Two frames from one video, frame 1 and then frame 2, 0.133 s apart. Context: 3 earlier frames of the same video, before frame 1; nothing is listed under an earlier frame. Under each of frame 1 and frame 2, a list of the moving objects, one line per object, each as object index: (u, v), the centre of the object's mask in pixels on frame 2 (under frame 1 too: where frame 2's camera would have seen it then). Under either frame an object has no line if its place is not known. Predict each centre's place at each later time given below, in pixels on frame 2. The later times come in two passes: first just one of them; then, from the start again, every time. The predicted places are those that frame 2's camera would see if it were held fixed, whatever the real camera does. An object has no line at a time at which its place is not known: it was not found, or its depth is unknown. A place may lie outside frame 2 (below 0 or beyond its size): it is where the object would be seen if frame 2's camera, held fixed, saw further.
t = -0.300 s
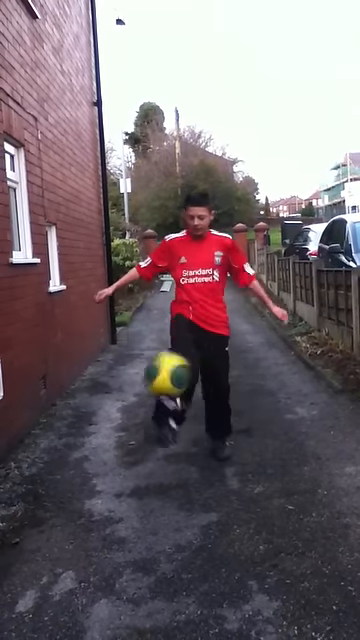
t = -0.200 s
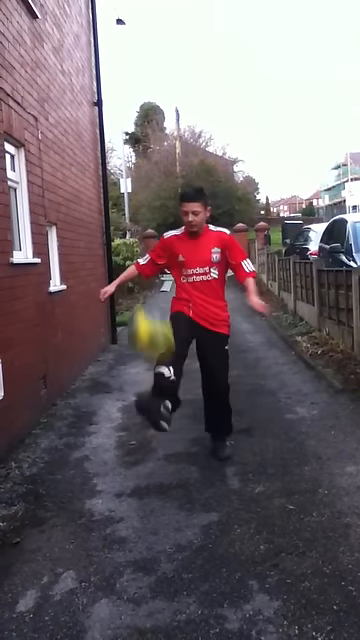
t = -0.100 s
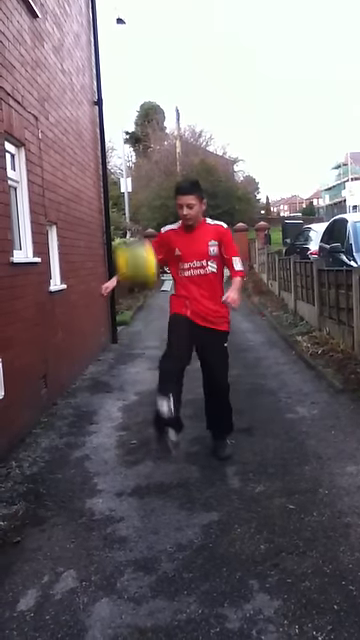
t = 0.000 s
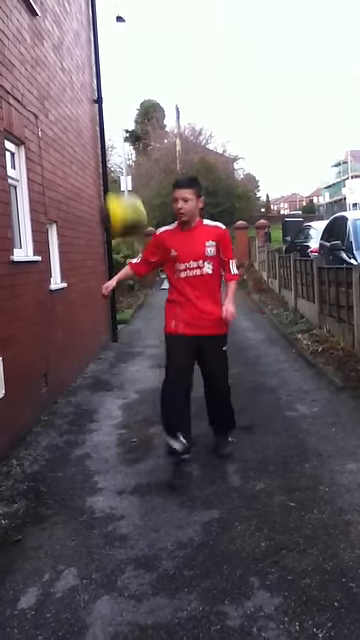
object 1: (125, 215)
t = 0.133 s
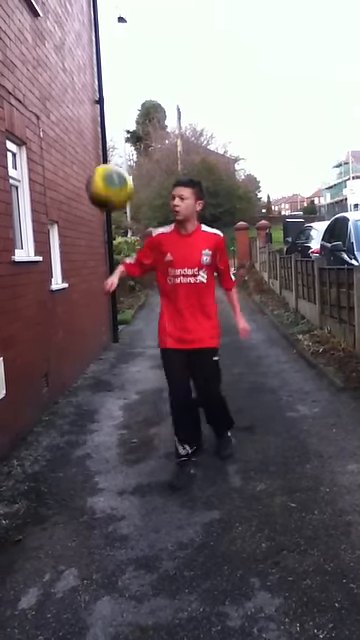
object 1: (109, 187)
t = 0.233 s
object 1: (99, 190)
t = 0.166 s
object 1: (105, 186)
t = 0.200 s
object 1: (102, 187)
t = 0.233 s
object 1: (99, 190)
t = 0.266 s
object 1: (96, 194)
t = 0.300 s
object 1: (94, 202)
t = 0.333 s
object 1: (92, 211)
